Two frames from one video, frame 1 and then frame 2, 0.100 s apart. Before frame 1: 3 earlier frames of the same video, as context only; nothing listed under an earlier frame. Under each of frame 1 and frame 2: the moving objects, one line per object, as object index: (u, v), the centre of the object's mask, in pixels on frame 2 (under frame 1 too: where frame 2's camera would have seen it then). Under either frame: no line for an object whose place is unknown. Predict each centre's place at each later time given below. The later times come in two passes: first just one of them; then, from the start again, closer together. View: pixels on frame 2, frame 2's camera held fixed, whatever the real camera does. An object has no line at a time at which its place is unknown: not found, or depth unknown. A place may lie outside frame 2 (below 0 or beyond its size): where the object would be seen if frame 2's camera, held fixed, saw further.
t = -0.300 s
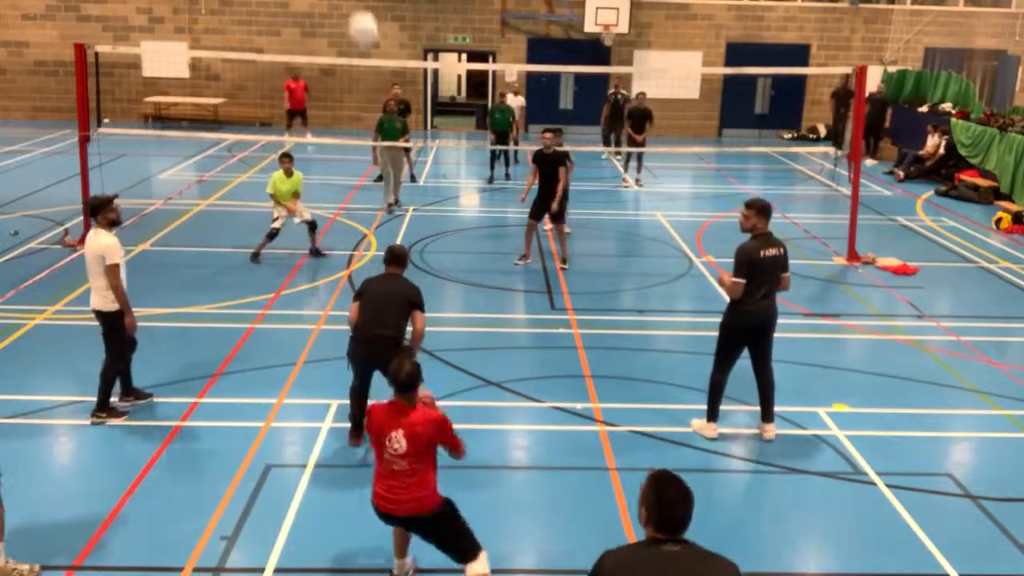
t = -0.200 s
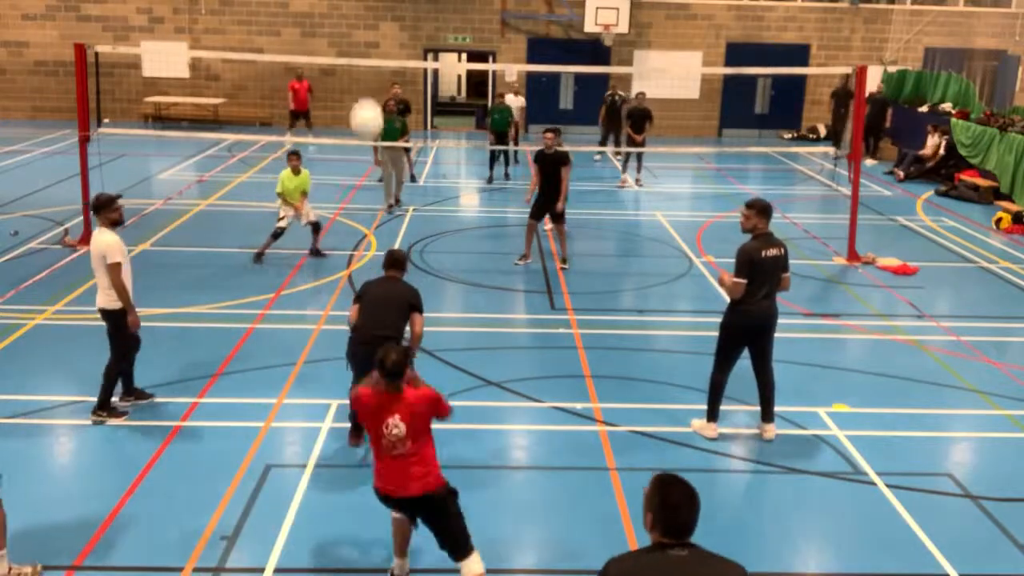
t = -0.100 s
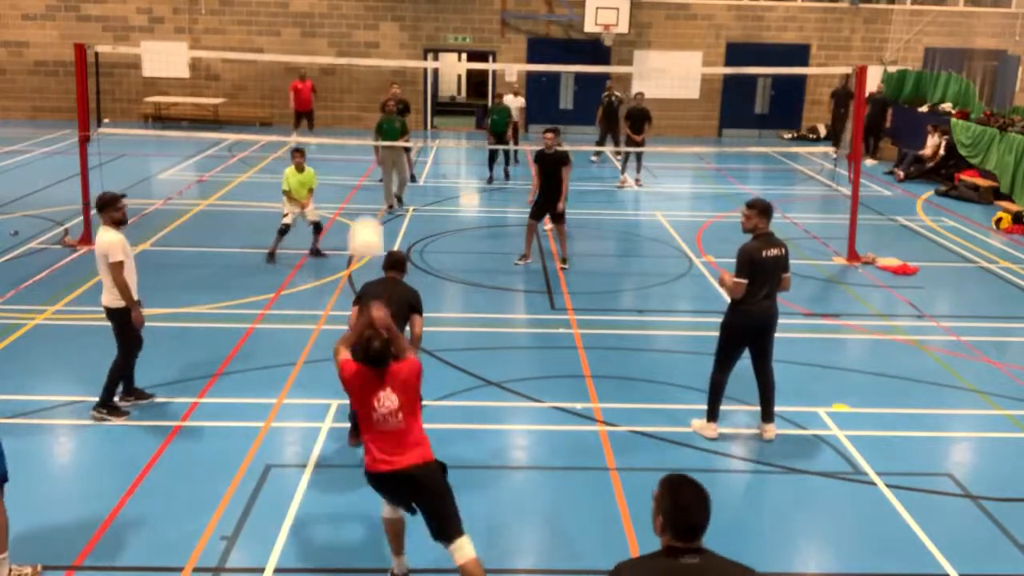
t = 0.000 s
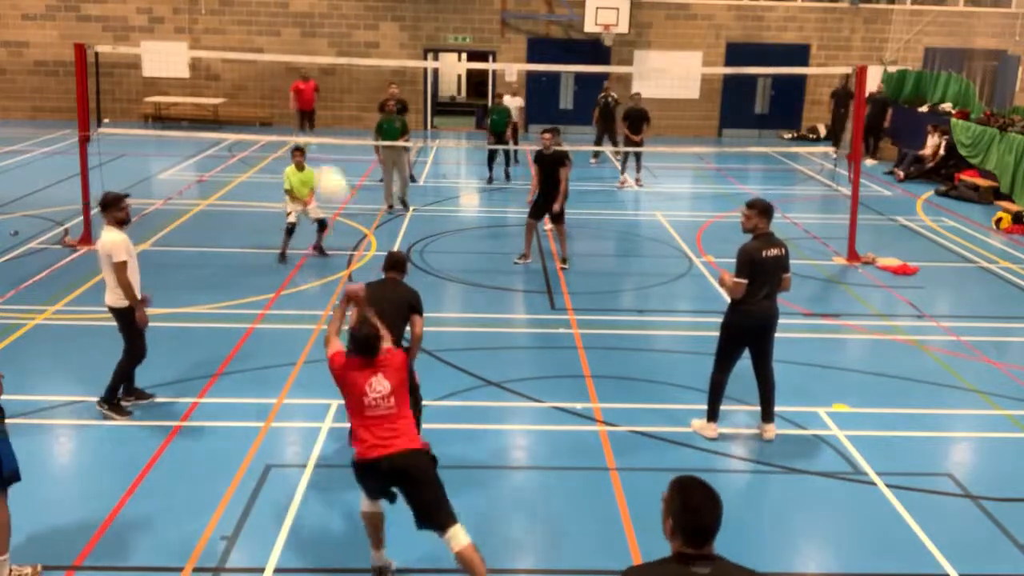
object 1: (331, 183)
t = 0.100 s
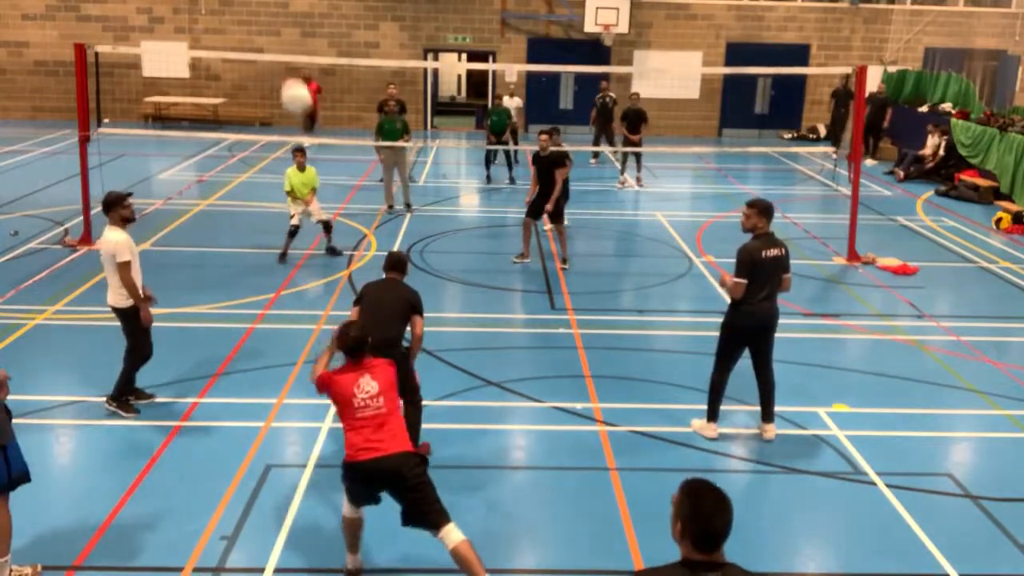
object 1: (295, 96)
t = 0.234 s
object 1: (263, 31)
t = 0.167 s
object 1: (279, 58)
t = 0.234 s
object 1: (263, 31)
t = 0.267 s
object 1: (257, 21)
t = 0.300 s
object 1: (252, 14)
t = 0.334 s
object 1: (247, 10)
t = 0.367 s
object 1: (244, 8)
